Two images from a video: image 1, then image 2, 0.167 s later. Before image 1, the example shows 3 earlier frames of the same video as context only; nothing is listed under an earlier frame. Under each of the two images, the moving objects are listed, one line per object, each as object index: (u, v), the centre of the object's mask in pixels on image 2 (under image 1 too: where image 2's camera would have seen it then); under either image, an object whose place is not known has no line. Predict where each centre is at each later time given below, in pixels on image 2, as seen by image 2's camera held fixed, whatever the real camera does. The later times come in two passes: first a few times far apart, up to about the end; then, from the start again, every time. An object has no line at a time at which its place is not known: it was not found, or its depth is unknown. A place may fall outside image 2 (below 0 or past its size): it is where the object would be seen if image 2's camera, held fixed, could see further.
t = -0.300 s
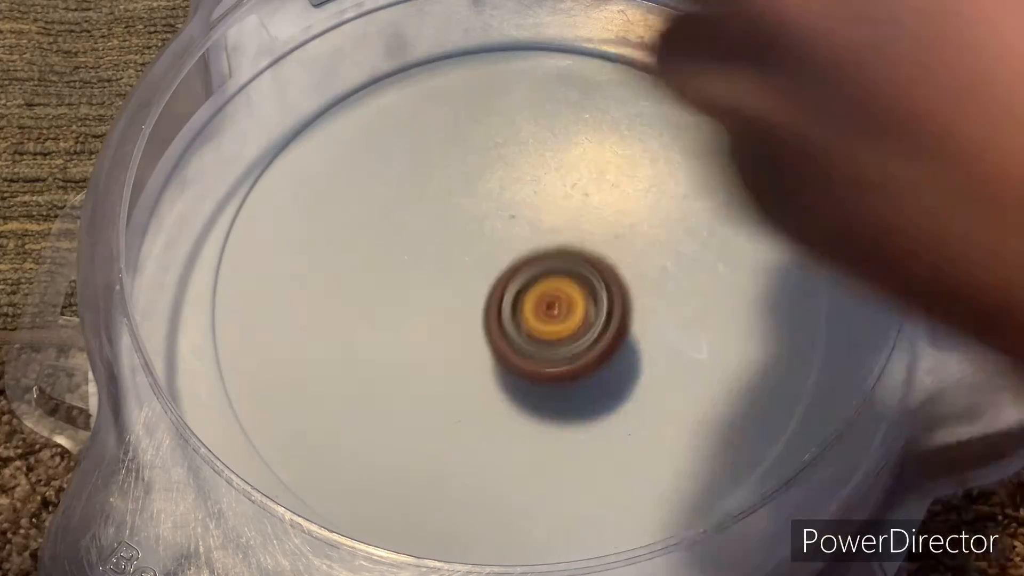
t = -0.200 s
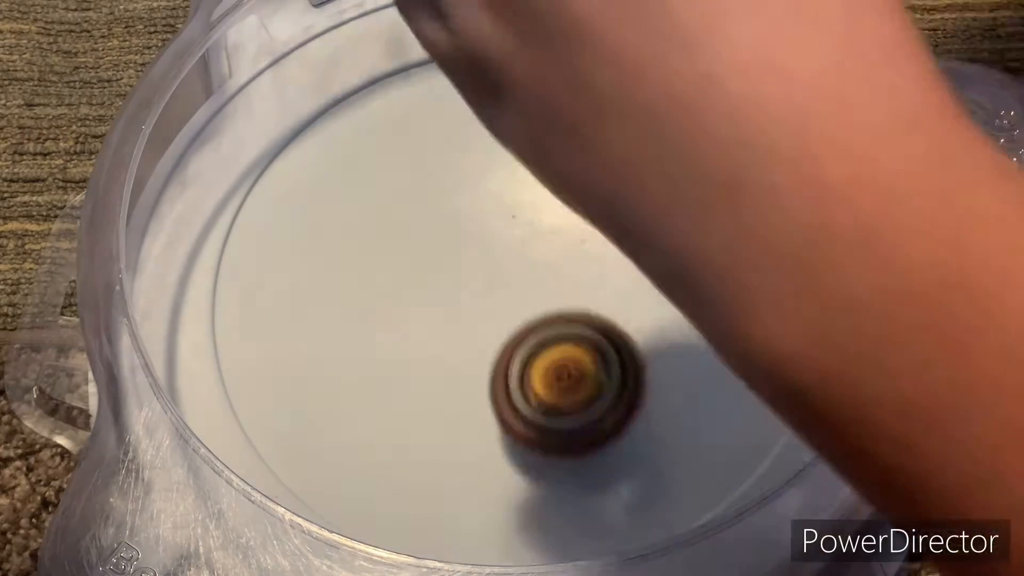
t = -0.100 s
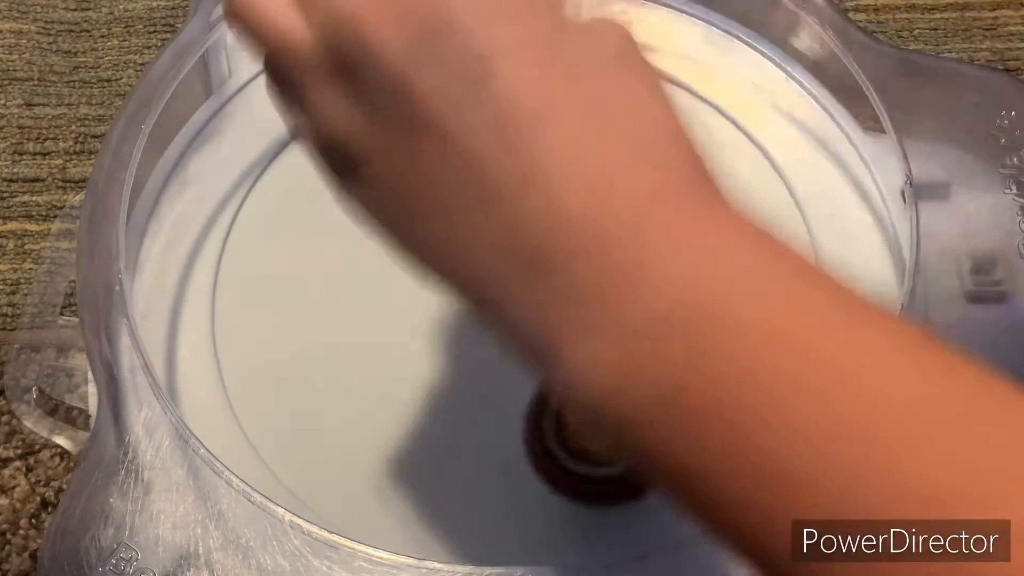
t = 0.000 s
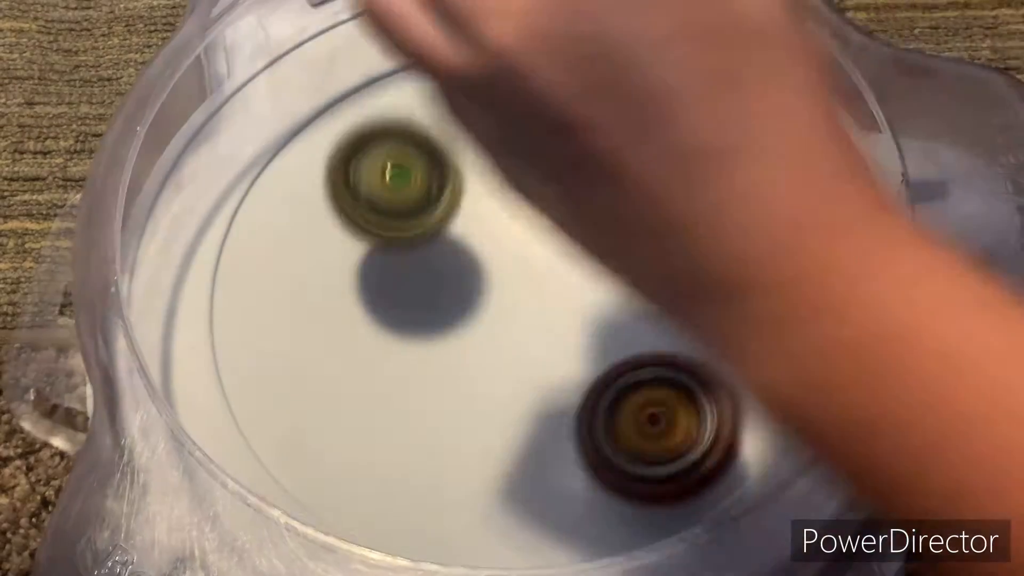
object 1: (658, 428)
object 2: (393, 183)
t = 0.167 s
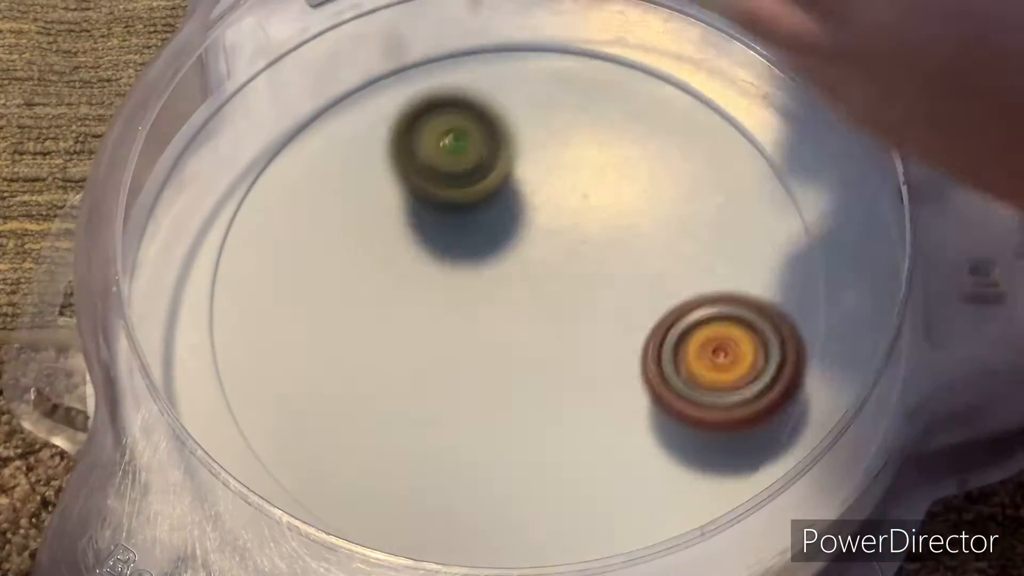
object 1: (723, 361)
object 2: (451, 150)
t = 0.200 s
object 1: (725, 340)
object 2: (475, 144)
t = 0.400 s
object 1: (612, 260)
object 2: (504, 37)
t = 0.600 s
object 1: (420, 321)
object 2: (385, 112)
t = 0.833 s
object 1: (398, 466)
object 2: (648, 280)
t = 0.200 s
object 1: (725, 340)
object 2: (475, 144)
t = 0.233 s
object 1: (719, 319)
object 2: (493, 129)
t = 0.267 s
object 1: (707, 300)
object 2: (507, 112)
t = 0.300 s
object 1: (690, 283)
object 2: (517, 91)
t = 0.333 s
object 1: (668, 271)
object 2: (520, 66)
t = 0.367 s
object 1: (643, 263)
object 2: (517, 46)
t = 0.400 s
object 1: (612, 260)
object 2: (504, 37)
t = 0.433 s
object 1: (578, 261)
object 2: (479, 40)
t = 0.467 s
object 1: (544, 266)
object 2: (454, 47)
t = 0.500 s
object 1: (509, 276)
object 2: (432, 53)
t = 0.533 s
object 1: (475, 289)
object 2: (411, 64)
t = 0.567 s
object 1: (445, 304)
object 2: (394, 83)
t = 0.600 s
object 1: (420, 321)
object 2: (385, 112)
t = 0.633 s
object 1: (399, 339)
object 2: (386, 146)
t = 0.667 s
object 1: (383, 359)
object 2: (403, 182)
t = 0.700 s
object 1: (372, 380)
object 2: (434, 219)
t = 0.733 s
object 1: (368, 403)
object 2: (477, 250)
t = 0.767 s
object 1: (371, 424)
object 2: (531, 272)
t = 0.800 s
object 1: (381, 445)
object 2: (591, 283)
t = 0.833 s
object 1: (398, 466)
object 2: (648, 280)
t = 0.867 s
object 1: (421, 483)
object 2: (701, 264)
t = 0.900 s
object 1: (450, 496)
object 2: (752, 235)
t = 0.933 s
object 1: (483, 503)
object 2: (797, 194)
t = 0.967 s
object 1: (517, 507)
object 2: (815, 143)
